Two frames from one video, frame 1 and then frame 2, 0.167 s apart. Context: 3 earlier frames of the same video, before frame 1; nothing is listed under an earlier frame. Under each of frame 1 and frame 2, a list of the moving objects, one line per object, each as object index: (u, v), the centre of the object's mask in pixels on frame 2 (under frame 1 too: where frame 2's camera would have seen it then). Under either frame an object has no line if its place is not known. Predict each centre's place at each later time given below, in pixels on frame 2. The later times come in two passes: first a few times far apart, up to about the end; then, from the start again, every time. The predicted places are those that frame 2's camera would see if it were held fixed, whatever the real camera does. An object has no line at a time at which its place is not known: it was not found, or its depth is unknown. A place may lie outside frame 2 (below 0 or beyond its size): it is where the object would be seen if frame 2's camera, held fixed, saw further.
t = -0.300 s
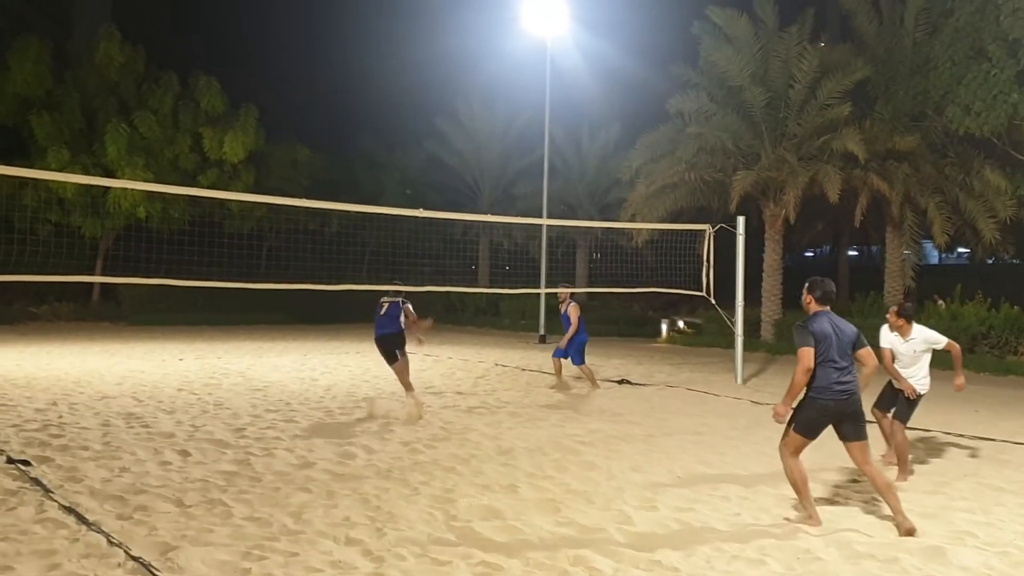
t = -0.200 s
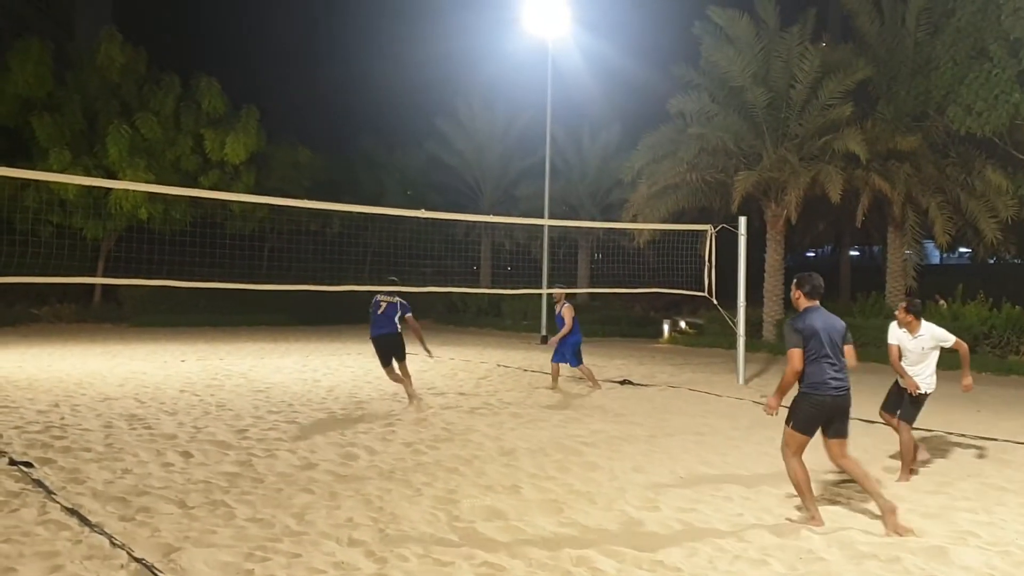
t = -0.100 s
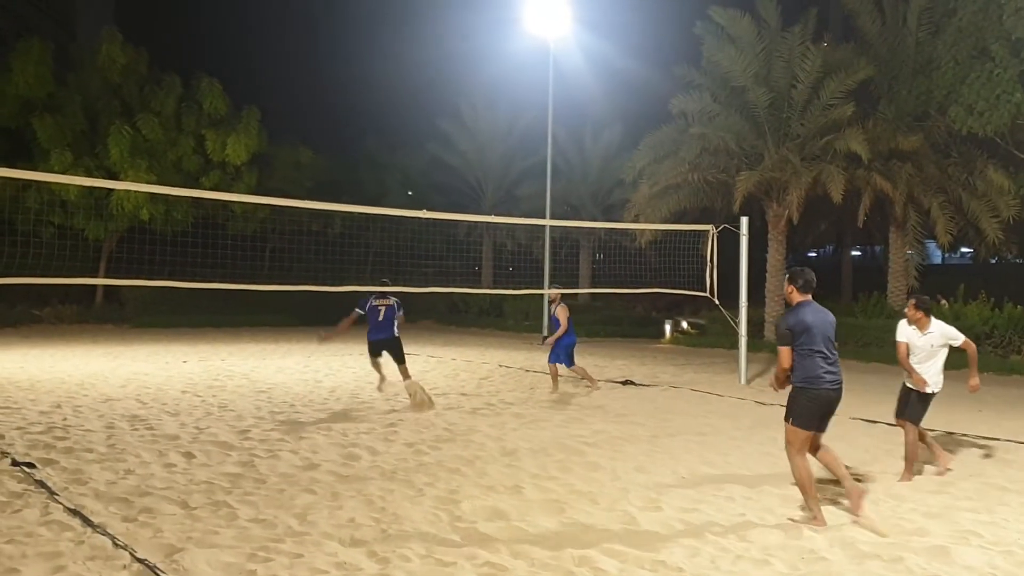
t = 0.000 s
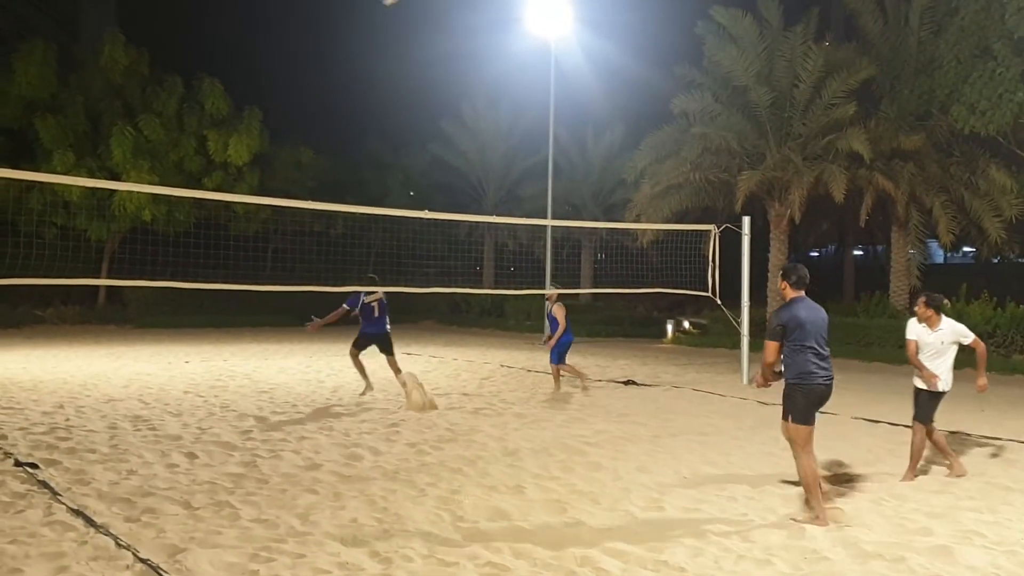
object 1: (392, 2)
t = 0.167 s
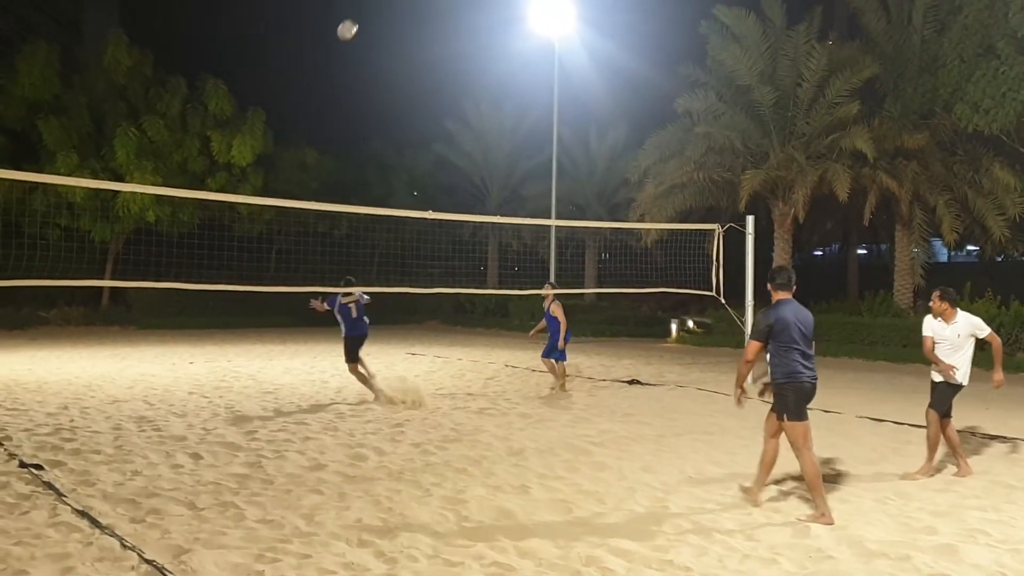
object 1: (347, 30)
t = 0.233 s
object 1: (330, 48)
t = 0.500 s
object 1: (263, 145)
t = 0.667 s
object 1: (225, 224)
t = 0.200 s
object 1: (338, 39)
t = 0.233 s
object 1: (330, 48)
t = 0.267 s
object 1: (321, 58)
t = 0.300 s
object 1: (312, 68)
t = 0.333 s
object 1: (304, 80)
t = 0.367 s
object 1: (296, 92)
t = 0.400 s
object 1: (288, 104)
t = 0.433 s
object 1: (279, 118)
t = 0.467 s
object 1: (271, 131)
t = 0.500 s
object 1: (263, 145)
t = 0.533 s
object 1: (255, 160)
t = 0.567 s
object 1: (248, 175)
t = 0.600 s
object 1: (241, 188)
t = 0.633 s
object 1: (232, 210)
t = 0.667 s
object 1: (225, 224)
